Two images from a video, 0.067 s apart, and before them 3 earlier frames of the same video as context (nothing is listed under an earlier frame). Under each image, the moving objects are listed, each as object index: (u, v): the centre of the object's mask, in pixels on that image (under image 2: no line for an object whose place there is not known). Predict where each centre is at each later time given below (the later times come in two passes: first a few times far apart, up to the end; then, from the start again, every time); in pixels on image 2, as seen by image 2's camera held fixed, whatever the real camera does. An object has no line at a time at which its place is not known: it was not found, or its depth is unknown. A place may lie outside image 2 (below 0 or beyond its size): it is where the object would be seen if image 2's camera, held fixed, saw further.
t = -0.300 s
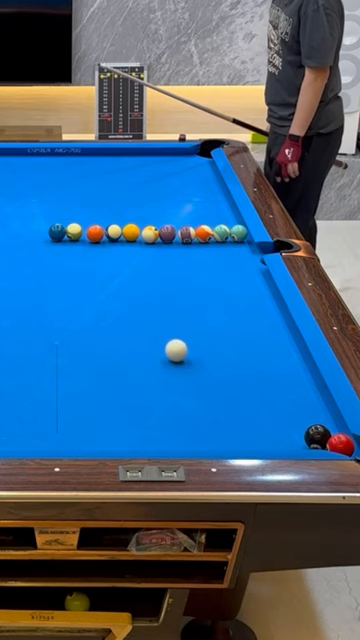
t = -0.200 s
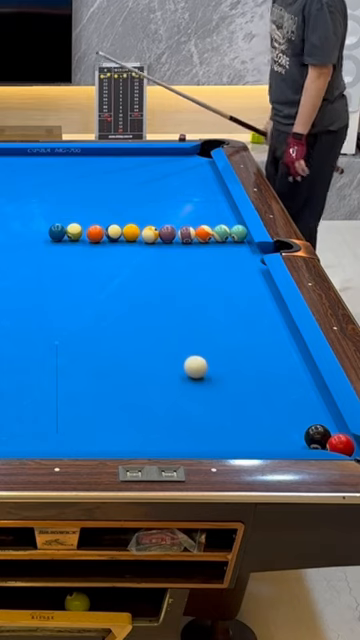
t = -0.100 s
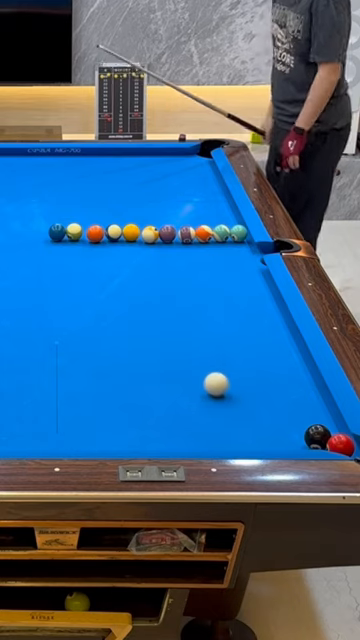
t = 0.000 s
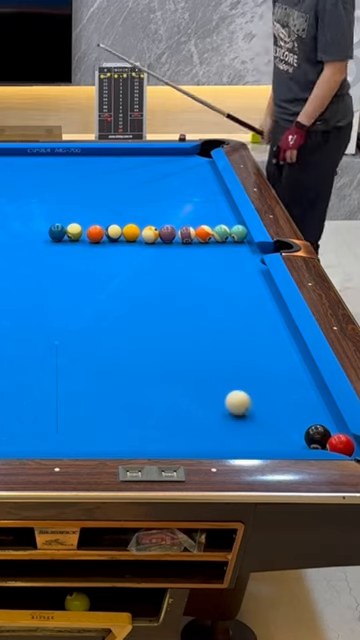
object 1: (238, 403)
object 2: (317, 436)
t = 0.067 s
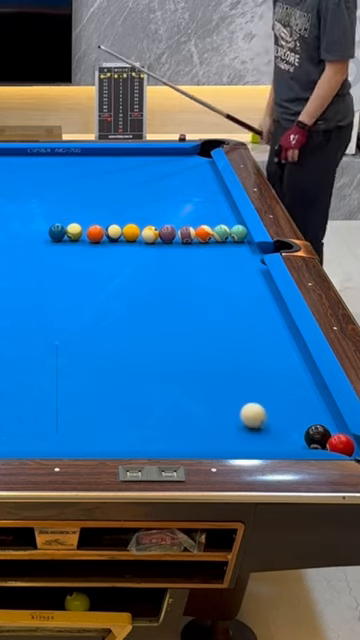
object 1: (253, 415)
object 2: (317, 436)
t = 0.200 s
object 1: (285, 440)
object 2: (317, 436)
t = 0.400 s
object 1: (287, 435)
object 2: (334, 428)
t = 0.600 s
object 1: (278, 425)
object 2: (317, 421)
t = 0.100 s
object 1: (261, 422)
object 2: (317, 436)
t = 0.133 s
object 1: (269, 429)
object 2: (317, 436)
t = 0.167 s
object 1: (277, 436)
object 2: (317, 436)
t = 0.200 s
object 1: (285, 440)
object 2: (317, 436)
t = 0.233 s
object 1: (293, 443)
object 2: (317, 436)
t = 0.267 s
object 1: (296, 440)
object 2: (319, 436)
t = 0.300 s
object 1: (293, 439)
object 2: (323, 434)
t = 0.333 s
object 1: (290, 437)
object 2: (327, 431)
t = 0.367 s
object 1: (289, 436)
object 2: (331, 429)
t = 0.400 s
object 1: (287, 435)
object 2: (334, 428)
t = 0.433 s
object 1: (285, 434)
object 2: (331, 427)
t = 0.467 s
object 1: (284, 432)
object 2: (328, 426)
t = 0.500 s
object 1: (282, 430)
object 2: (325, 424)
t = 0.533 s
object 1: (281, 428)
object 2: (322, 423)
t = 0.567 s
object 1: (279, 427)
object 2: (319, 422)
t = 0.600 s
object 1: (278, 425)
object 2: (317, 421)
